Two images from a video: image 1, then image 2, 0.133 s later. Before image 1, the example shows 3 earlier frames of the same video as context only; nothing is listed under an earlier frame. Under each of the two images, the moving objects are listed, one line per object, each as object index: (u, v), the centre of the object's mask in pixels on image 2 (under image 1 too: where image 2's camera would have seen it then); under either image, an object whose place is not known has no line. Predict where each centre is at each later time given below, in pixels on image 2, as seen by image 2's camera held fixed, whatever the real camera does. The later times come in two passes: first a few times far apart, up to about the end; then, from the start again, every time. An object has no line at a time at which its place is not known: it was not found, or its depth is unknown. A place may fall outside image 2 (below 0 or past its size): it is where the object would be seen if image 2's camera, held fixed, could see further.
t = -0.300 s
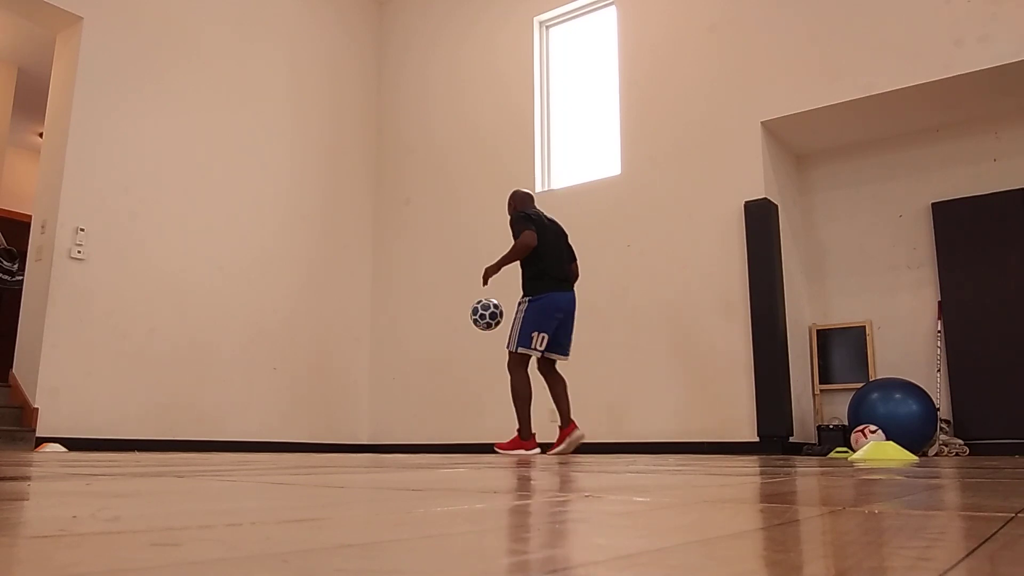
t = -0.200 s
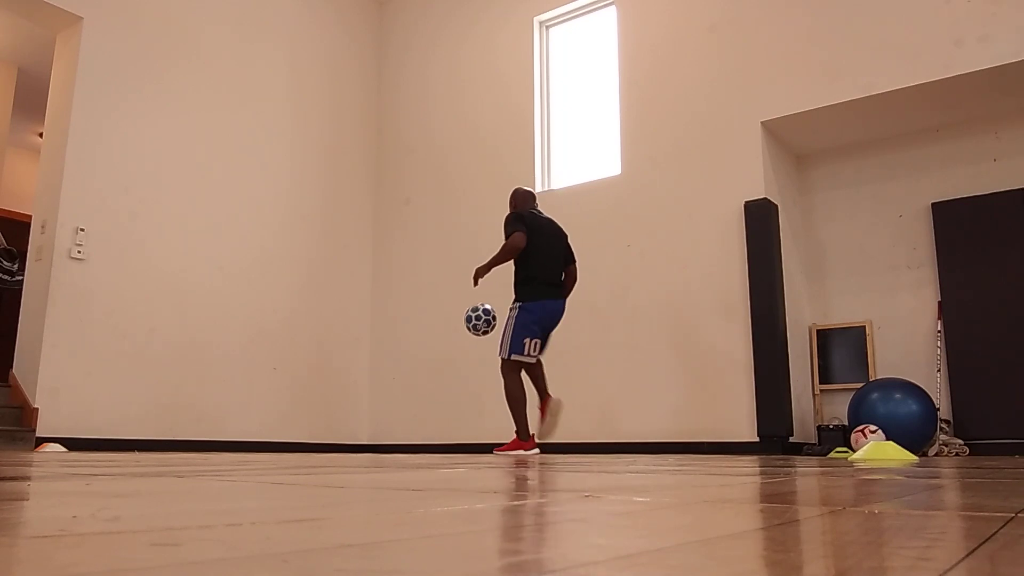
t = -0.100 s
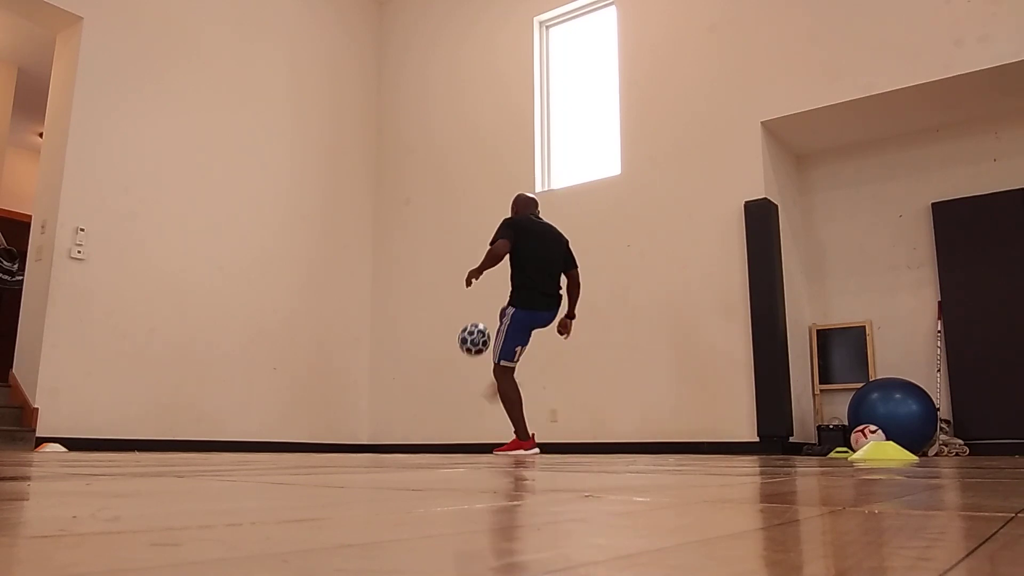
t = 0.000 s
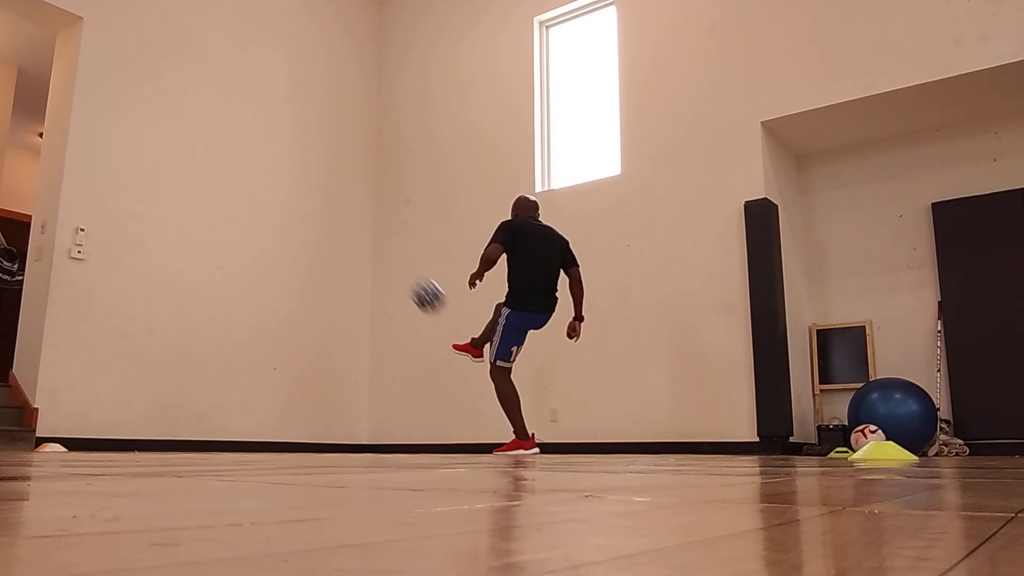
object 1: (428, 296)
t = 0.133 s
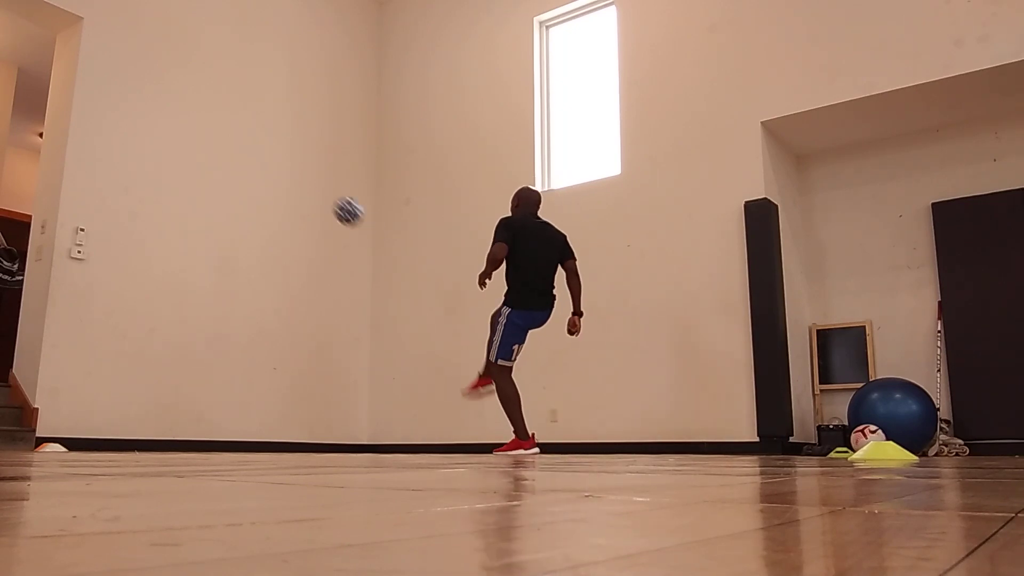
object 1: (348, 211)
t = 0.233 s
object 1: (296, 170)
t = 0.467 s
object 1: (257, 110)
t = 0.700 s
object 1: (344, 71)
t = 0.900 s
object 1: (433, 84)
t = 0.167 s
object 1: (330, 196)
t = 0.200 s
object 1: (313, 182)
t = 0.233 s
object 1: (296, 170)
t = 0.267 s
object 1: (281, 160)
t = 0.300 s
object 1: (266, 151)
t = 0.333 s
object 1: (252, 143)
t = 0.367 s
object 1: (238, 138)
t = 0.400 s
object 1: (235, 130)
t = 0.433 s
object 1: (246, 120)
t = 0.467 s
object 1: (257, 110)
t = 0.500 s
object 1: (269, 102)
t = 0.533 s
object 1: (281, 94)
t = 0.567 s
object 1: (293, 88)
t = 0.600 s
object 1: (305, 82)
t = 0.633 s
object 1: (317, 77)
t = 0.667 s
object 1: (330, 74)
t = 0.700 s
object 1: (344, 71)
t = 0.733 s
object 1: (357, 70)
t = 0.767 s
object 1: (371, 70)
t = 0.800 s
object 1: (386, 72)
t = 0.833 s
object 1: (401, 74)
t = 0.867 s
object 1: (416, 78)
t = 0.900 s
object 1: (433, 84)
